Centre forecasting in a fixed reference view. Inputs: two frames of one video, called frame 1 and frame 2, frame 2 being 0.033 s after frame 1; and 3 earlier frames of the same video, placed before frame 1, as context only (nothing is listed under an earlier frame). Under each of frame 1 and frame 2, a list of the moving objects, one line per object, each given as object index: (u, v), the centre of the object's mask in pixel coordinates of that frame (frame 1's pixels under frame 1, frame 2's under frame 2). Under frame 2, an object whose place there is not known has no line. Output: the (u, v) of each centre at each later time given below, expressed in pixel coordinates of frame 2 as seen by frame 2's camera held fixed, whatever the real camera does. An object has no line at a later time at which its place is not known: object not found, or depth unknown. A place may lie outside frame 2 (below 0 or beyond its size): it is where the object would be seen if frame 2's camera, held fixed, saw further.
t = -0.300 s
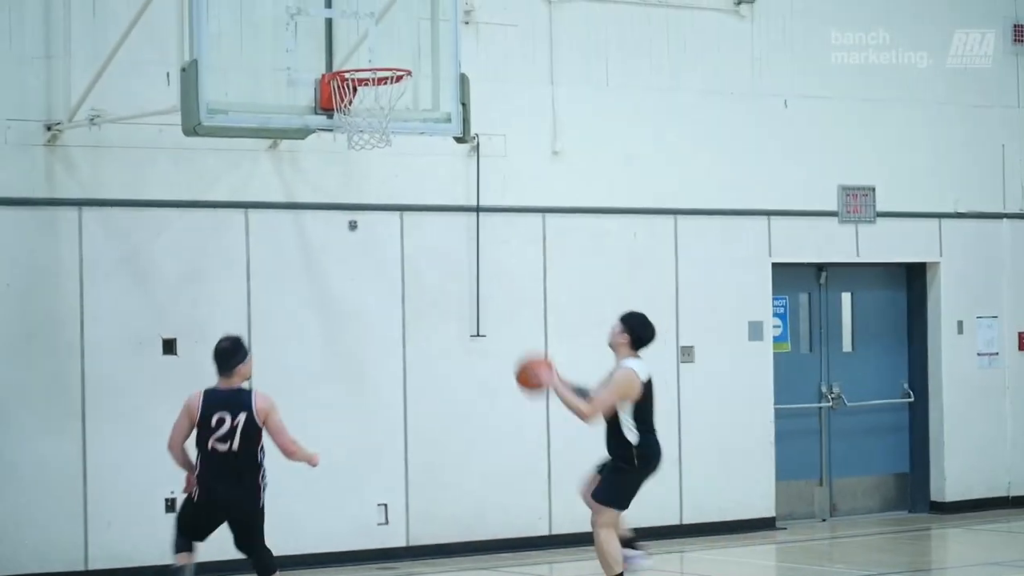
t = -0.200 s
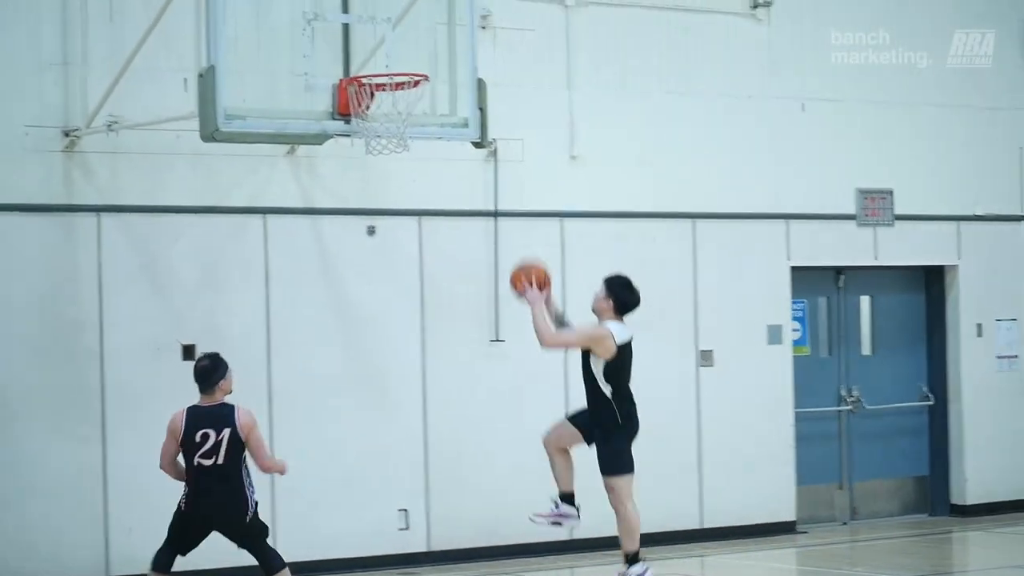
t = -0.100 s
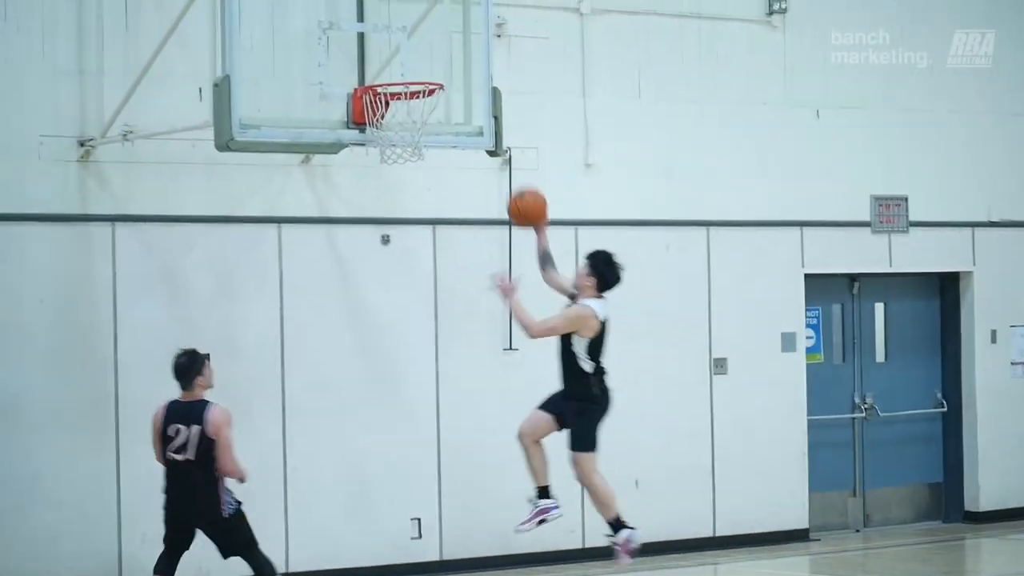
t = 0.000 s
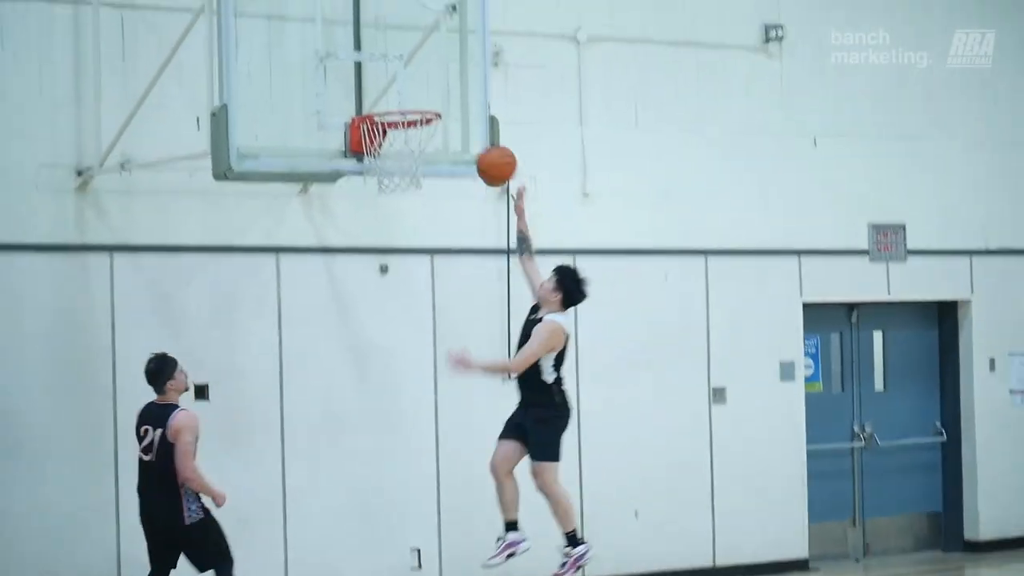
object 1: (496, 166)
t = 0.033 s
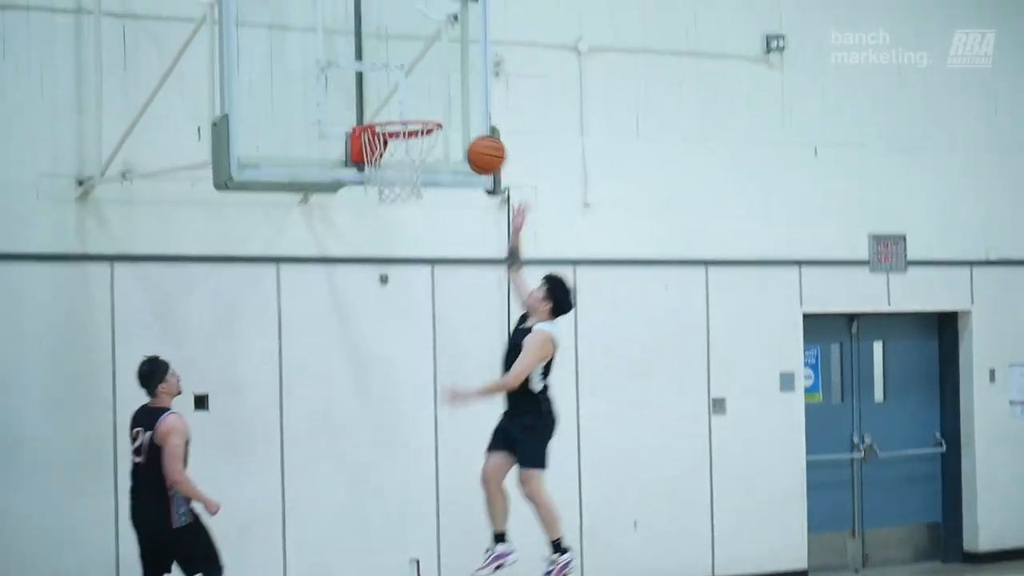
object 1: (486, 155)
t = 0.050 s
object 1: (480, 145)
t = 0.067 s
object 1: (476, 135)
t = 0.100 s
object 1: (465, 118)
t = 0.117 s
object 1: (459, 110)
